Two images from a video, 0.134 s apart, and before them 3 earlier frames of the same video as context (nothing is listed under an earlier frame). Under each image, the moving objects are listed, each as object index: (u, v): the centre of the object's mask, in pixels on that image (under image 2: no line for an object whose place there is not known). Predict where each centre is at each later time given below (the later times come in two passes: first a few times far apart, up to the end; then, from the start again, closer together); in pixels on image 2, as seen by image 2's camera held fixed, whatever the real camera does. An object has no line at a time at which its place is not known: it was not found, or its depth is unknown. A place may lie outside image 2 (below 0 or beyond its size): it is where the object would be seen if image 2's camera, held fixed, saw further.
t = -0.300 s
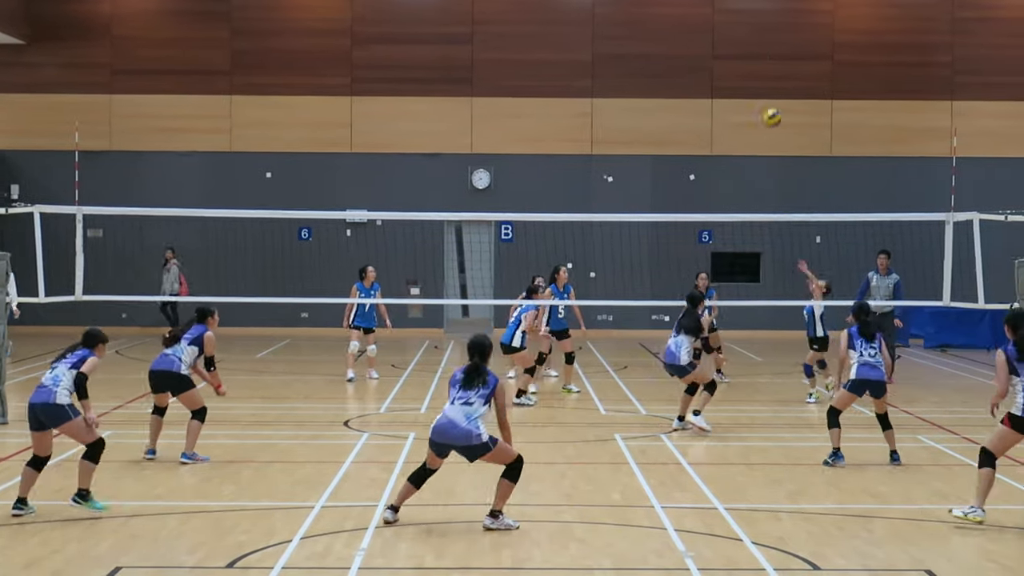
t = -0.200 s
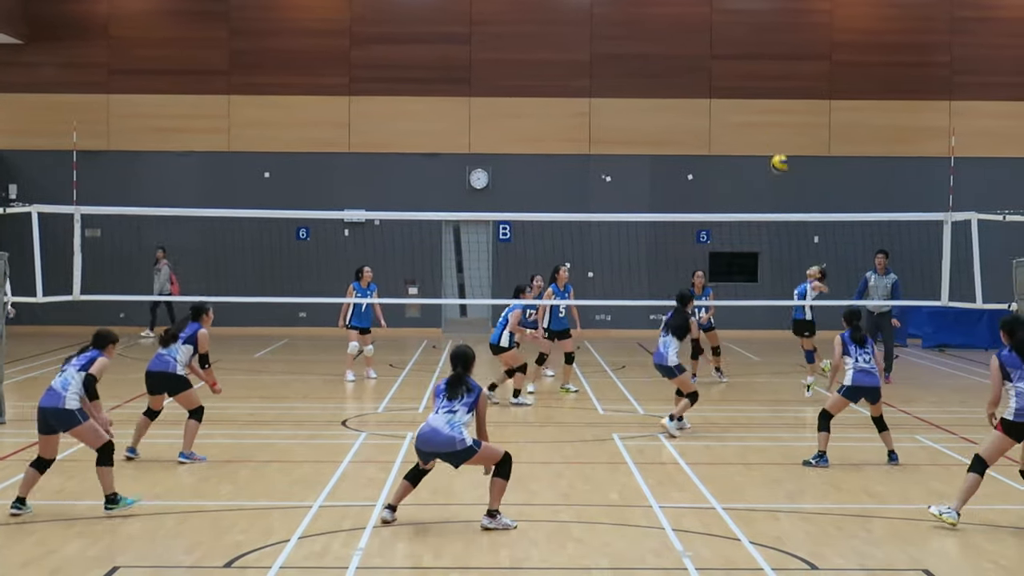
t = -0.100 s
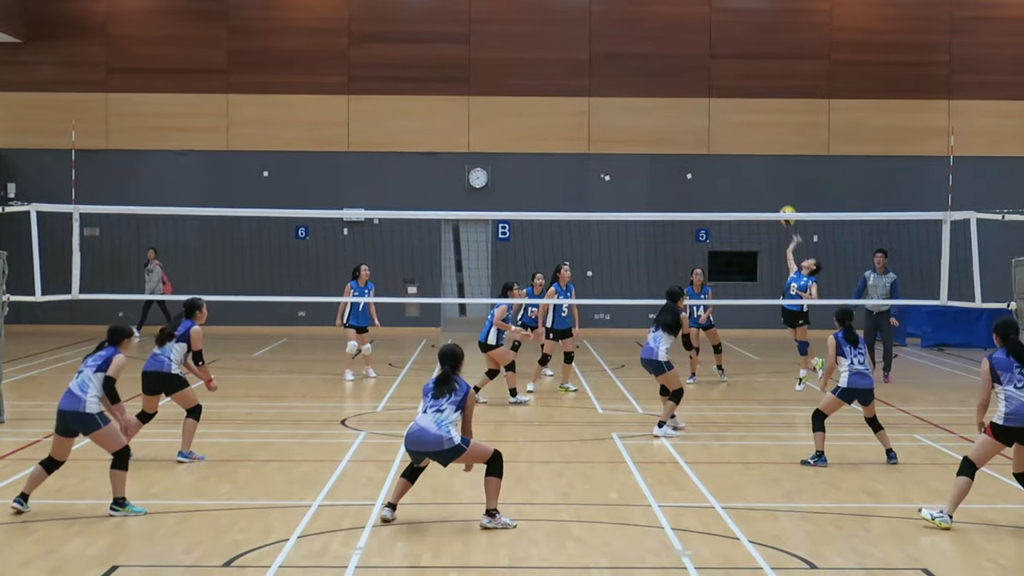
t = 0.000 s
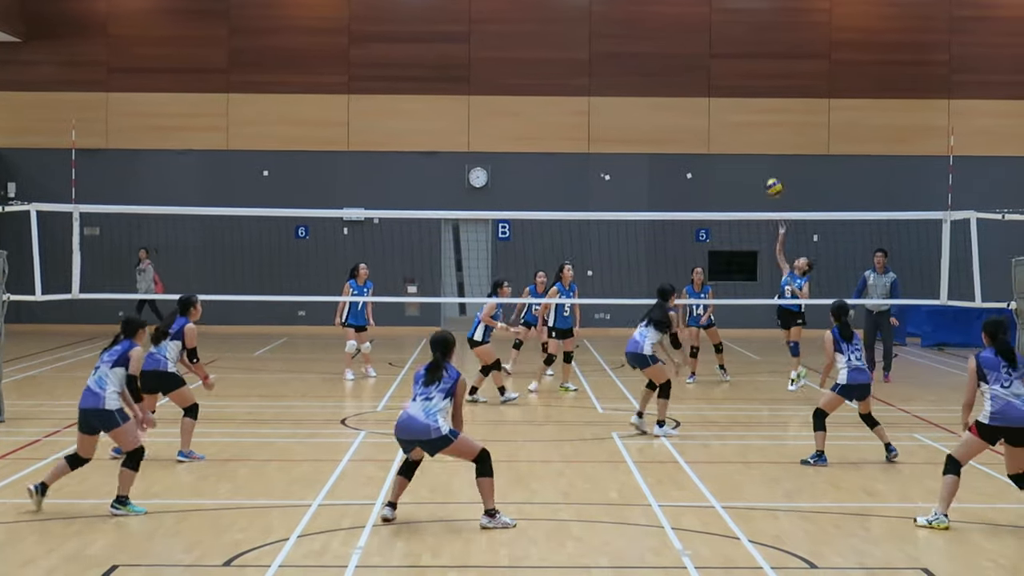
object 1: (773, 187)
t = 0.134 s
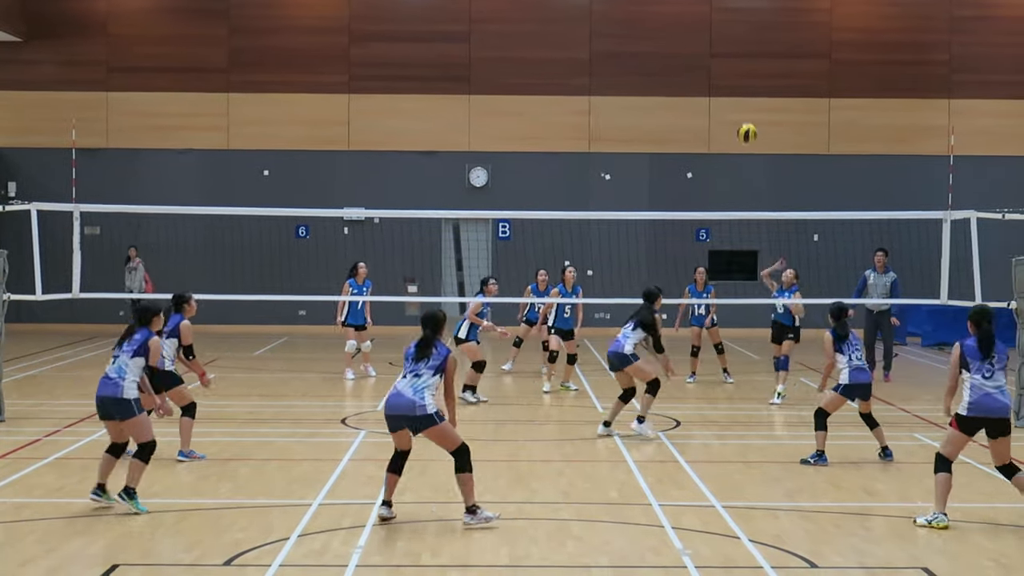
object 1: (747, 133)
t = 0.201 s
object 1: (732, 108)
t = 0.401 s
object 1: (690, 56)
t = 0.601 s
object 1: (641, 40)
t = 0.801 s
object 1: (584, 74)
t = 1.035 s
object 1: (503, 205)
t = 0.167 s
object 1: (740, 120)
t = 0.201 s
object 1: (732, 108)
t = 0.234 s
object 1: (725, 97)
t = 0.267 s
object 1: (718, 87)
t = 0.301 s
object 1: (712, 78)
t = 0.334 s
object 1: (705, 70)
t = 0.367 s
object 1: (697, 63)
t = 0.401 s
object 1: (690, 56)
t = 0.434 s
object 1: (682, 51)
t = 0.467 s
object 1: (675, 45)
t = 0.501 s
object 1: (666, 42)
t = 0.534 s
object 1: (658, 41)
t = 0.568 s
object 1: (649, 40)
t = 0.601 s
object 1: (641, 40)
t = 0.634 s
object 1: (632, 42)
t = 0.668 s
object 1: (623, 45)
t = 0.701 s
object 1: (613, 50)
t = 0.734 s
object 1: (604, 57)
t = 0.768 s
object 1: (593, 66)
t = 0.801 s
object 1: (584, 74)
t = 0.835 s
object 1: (573, 86)
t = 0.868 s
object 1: (562, 101)
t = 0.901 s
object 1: (551, 116)
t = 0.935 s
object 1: (540, 135)
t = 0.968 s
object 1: (529, 158)
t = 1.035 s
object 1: (503, 205)
